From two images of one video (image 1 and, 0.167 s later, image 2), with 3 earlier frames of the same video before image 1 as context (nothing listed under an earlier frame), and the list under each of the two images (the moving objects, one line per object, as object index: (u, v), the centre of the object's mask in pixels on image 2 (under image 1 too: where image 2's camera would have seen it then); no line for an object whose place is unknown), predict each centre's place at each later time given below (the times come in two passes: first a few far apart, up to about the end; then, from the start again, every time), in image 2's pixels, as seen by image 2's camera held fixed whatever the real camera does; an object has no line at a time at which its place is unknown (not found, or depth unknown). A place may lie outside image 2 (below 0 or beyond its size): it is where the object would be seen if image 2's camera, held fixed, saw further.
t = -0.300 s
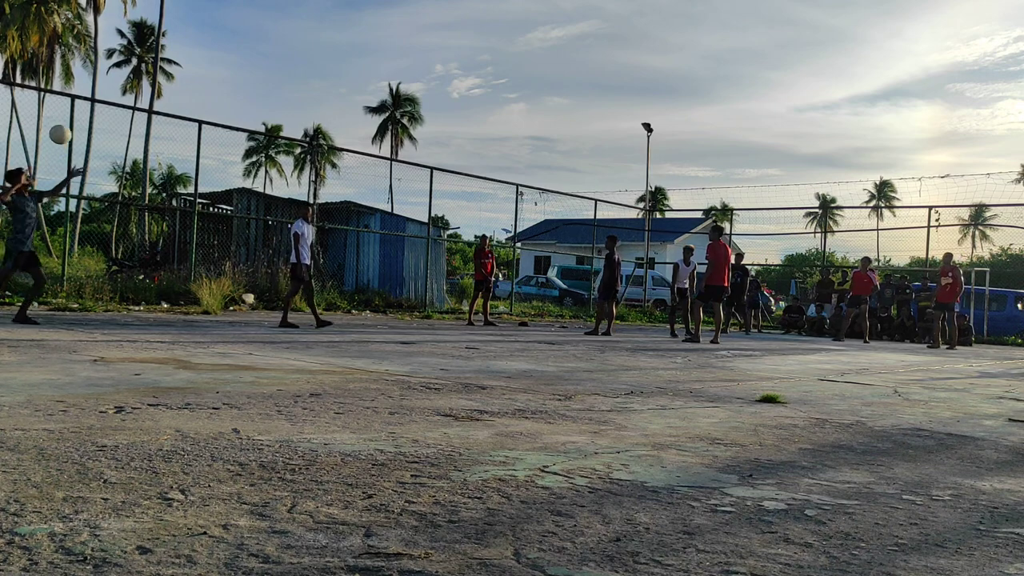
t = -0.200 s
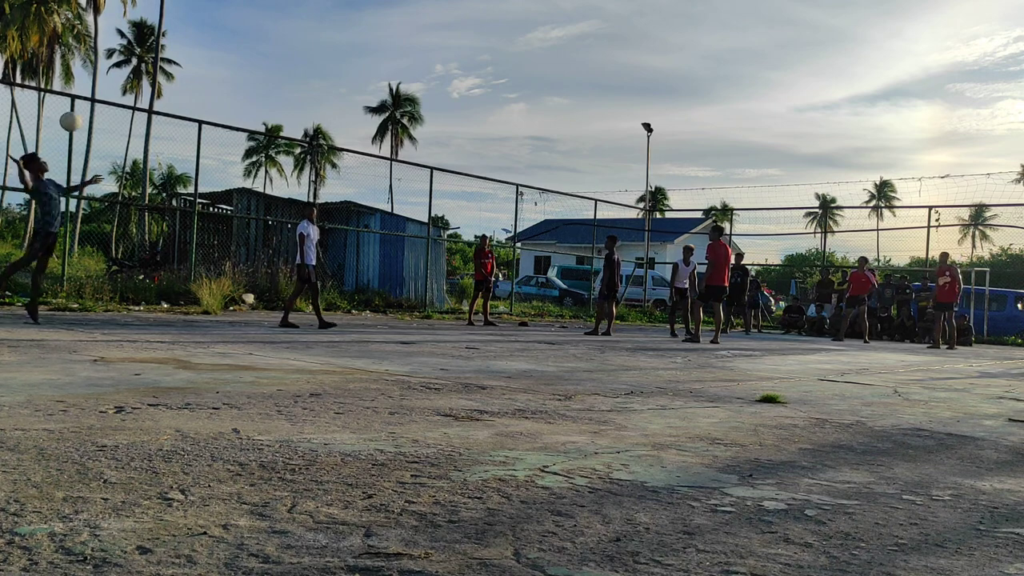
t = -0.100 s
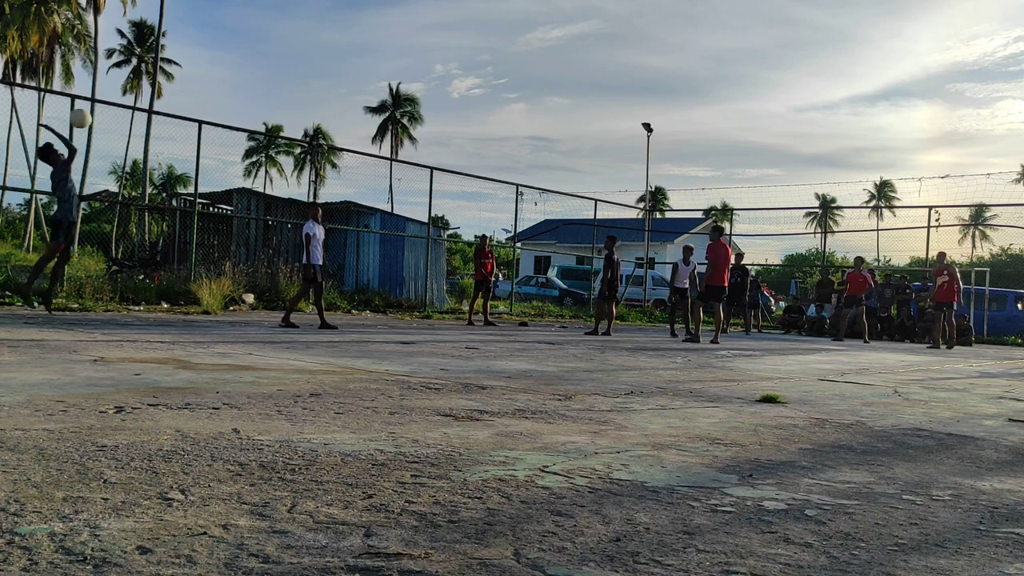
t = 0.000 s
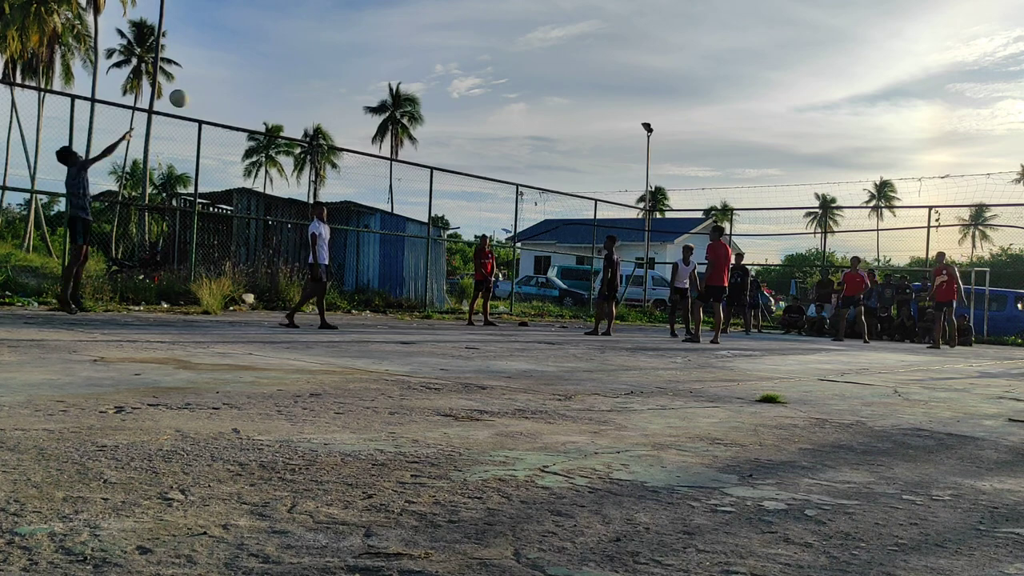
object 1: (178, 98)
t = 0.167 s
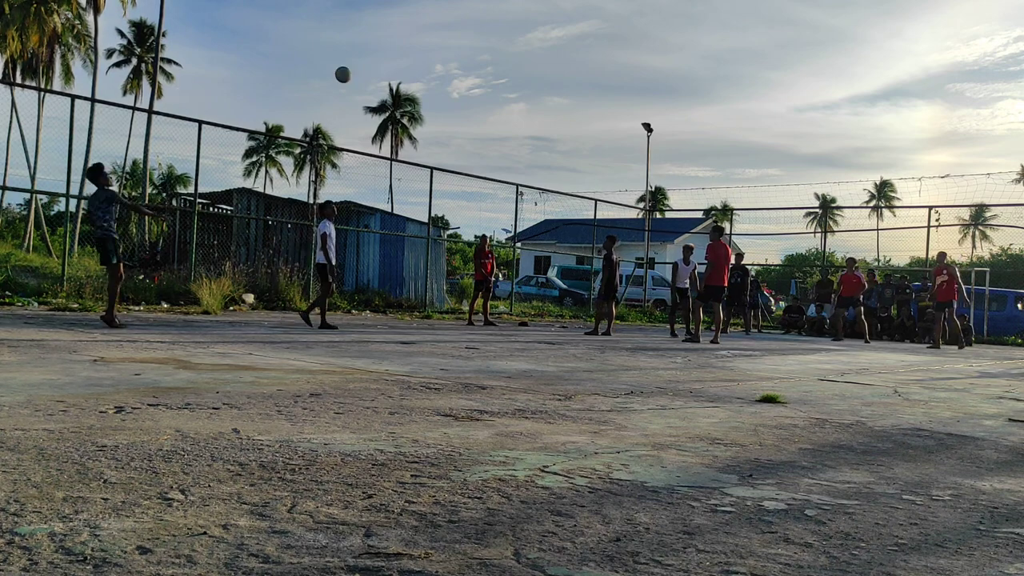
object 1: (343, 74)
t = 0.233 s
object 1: (396, 71)
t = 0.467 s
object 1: (549, 83)
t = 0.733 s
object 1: (671, 130)
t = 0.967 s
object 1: (750, 187)
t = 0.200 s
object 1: (370, 72)
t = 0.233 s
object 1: (396, 71)
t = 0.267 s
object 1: (421, 71)
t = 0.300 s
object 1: (445, 71)
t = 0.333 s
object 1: (468, 72)
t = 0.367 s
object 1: (490, 73)
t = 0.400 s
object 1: (510, 76)
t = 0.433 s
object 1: (530, 79)
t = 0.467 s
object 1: (549, 83)
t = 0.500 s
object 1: (567, 88)
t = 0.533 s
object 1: (583, 93)
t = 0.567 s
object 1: (599, 98)
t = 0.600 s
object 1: (615, 104)
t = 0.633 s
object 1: (629, 110)
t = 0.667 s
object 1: (644, 117)
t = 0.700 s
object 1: (657, 123)
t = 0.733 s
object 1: (671, 130)
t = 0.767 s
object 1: (683, 138)
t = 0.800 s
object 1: (695, 145)
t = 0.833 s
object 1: (707, 153)
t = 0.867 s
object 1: (718, 161)
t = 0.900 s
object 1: (729, 169)
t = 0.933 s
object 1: (739, 178)
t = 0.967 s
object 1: (750, 187)
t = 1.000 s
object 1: (760, 196)
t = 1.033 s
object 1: (769, 205)
